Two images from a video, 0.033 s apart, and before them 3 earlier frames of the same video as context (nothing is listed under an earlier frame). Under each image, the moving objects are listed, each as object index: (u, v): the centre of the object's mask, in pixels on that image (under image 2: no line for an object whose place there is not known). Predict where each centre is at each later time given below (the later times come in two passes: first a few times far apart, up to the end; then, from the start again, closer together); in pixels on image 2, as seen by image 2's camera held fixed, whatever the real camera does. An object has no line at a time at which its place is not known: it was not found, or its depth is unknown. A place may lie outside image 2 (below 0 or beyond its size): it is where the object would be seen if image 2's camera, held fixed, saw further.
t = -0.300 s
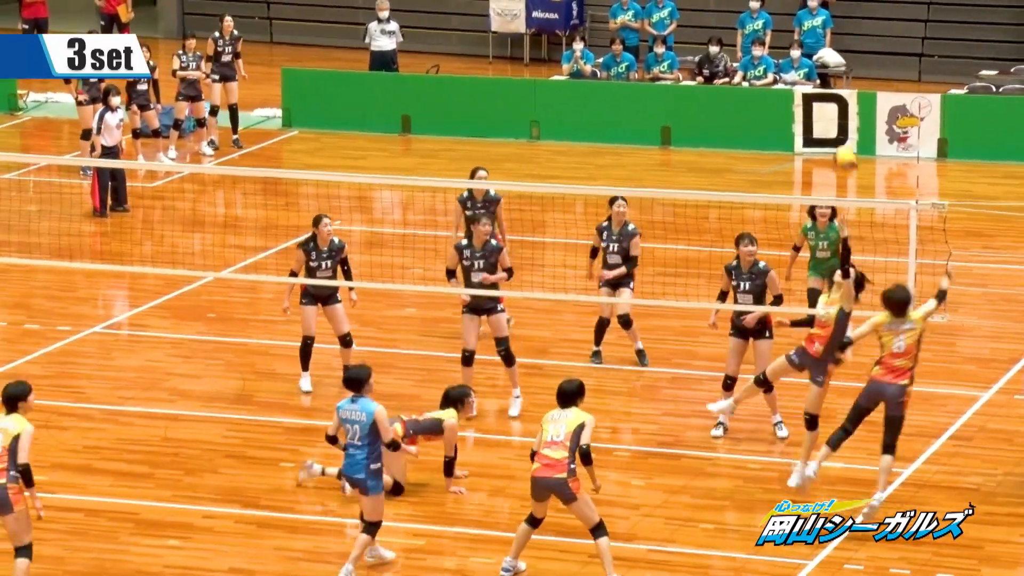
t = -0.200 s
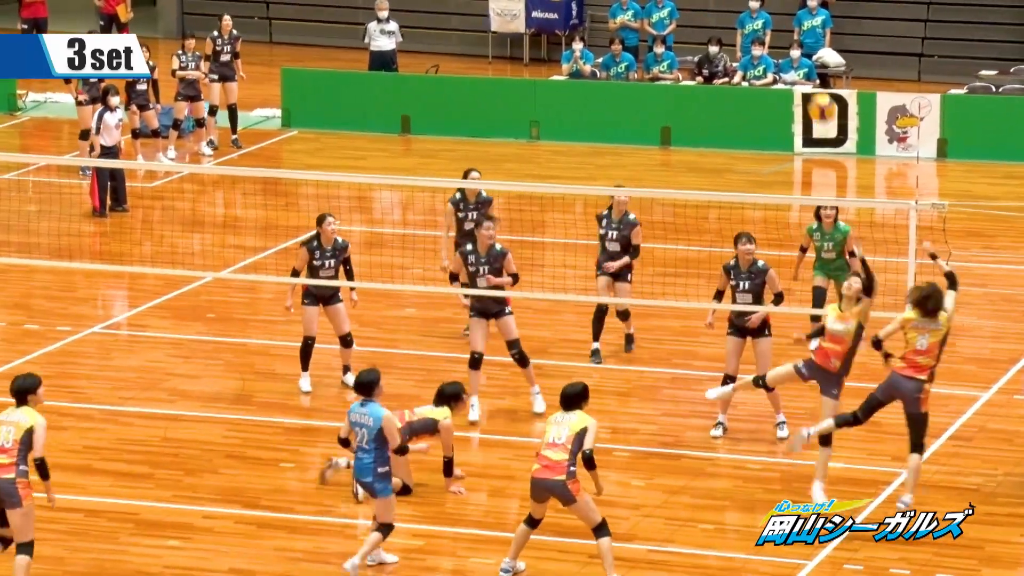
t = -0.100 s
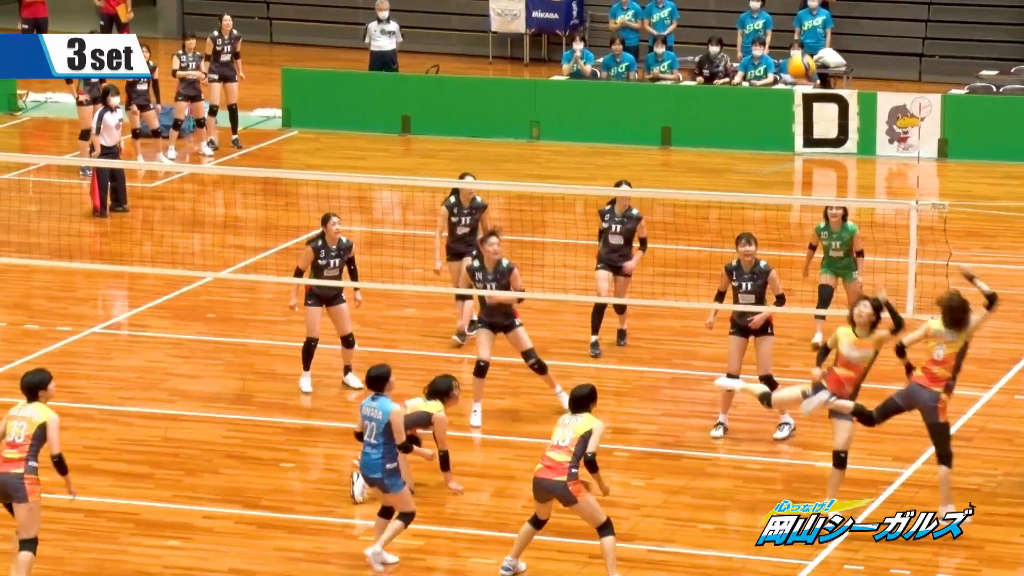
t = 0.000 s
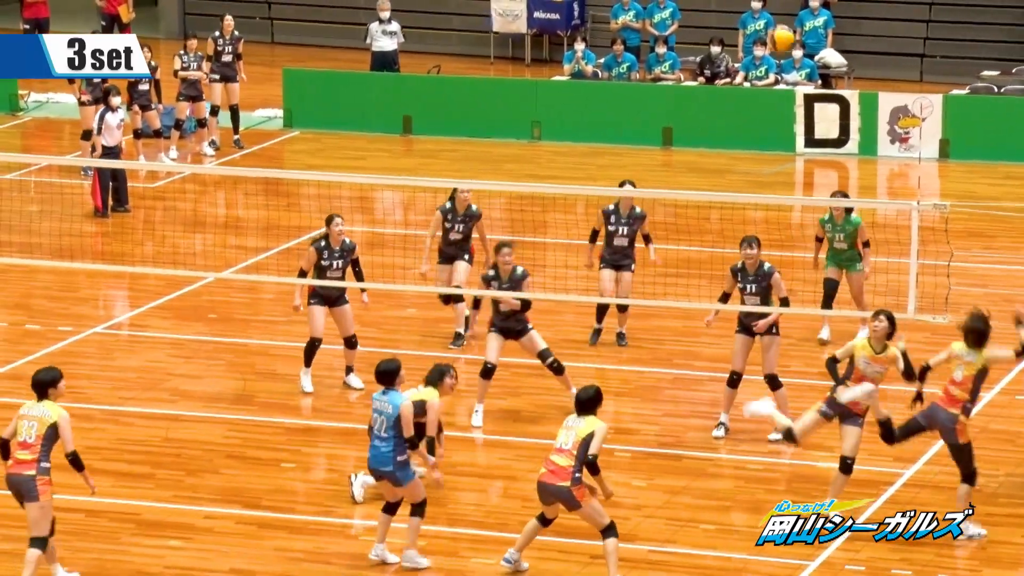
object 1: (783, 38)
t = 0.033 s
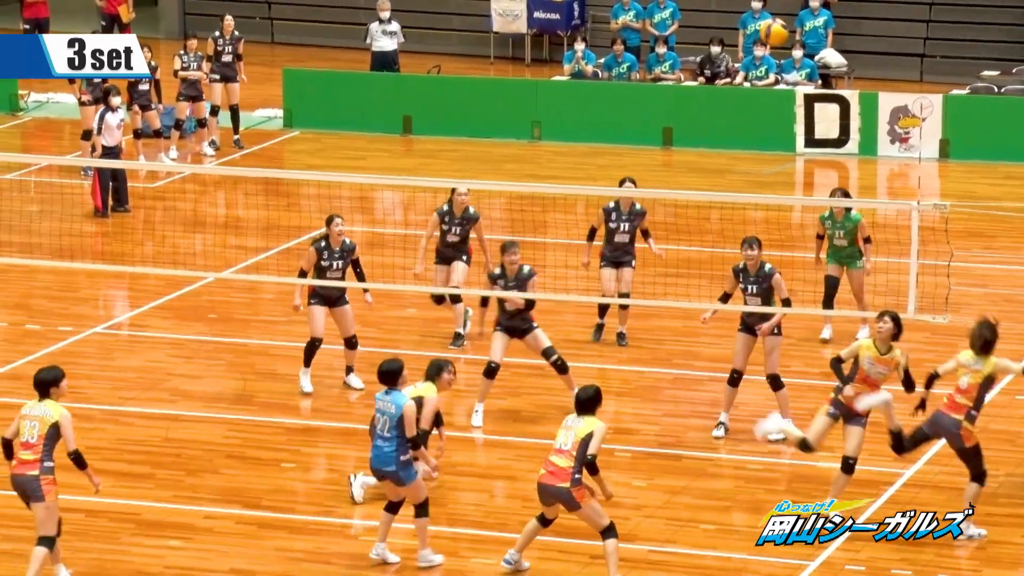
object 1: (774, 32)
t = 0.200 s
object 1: (738, 18)
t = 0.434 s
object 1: (690, 57)
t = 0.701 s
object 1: (630, 184)
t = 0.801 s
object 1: (609, 256)
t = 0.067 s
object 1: (767, 27)
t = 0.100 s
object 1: (760, 23)
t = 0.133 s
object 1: (753, 20)
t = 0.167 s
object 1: (745, 19)
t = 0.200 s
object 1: (738, 18)
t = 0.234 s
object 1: (731, 20)
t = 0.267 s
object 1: (724, 23)
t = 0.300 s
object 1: (717, 26)
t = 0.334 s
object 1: (710, 32)
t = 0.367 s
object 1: (703, 39)
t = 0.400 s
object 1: (696, 47)
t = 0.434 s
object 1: (690, 57)
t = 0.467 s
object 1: (682, 68)
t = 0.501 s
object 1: (674, 82)
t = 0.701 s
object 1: (630, 184)
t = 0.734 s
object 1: (623, 206)
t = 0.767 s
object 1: (616, 229)
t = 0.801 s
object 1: (609, 256)
